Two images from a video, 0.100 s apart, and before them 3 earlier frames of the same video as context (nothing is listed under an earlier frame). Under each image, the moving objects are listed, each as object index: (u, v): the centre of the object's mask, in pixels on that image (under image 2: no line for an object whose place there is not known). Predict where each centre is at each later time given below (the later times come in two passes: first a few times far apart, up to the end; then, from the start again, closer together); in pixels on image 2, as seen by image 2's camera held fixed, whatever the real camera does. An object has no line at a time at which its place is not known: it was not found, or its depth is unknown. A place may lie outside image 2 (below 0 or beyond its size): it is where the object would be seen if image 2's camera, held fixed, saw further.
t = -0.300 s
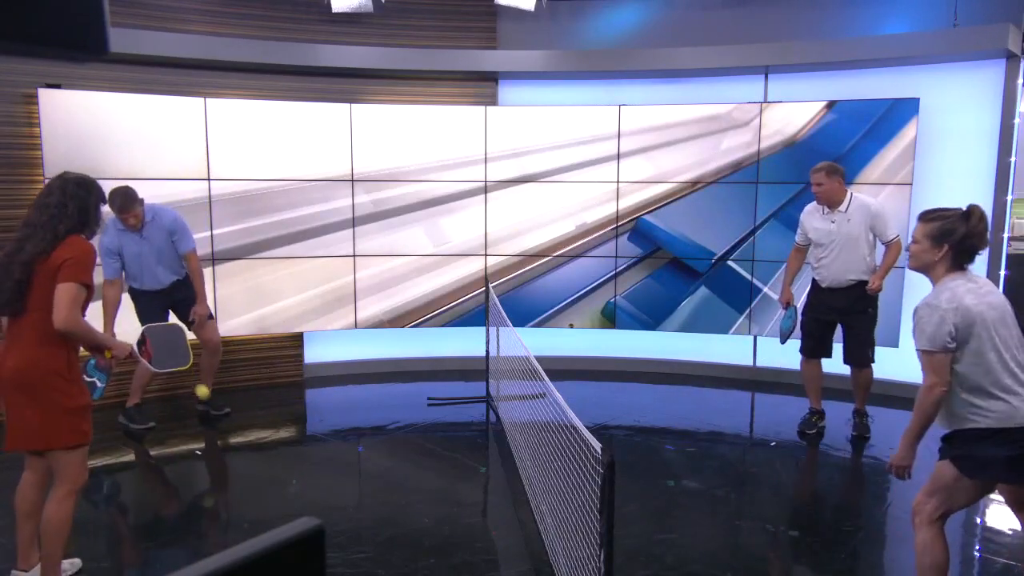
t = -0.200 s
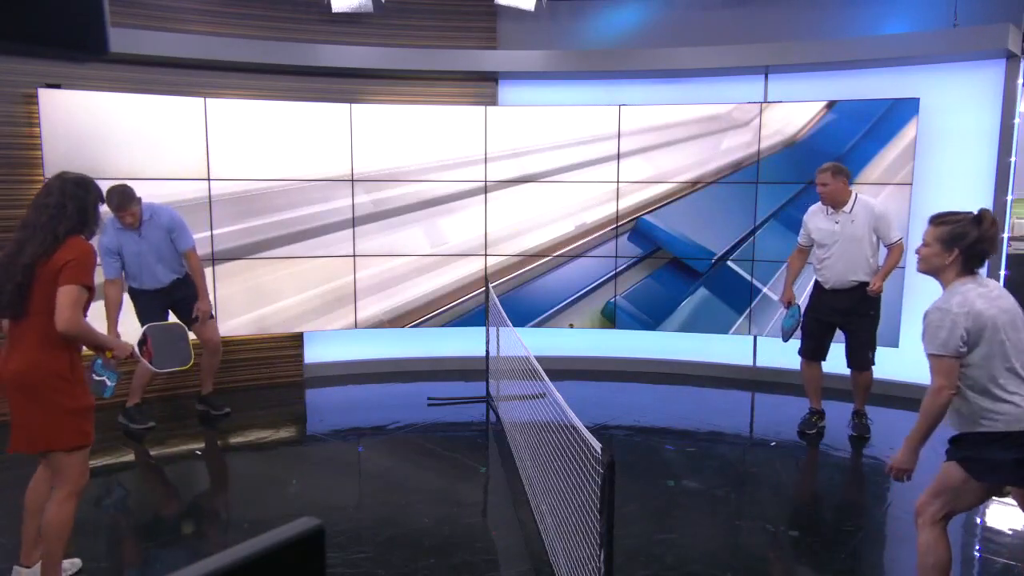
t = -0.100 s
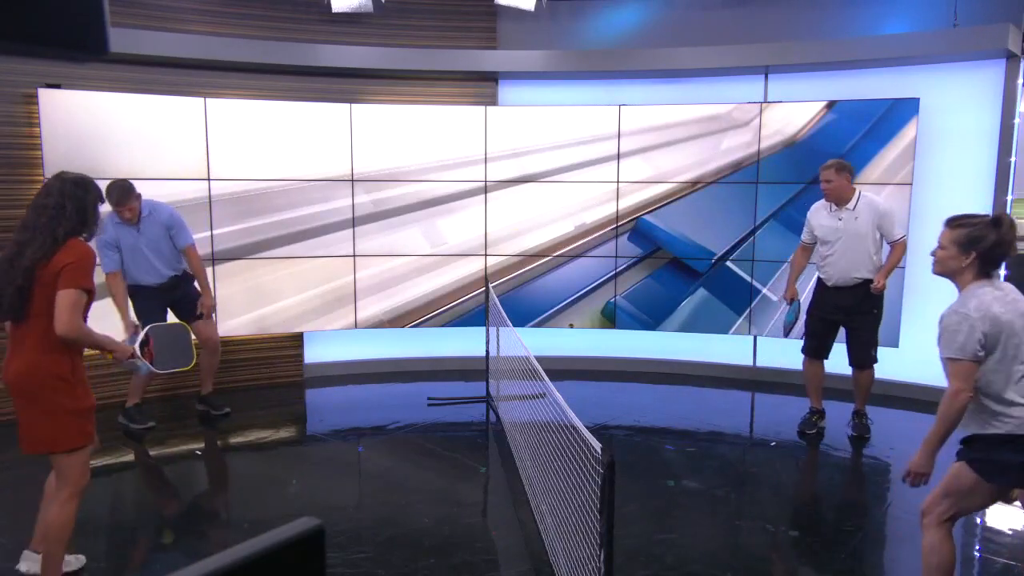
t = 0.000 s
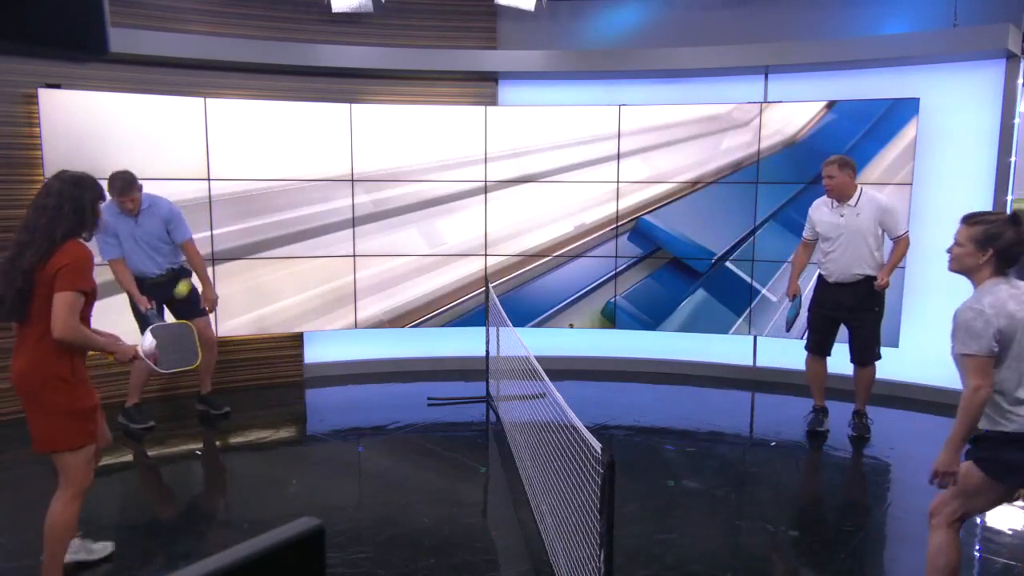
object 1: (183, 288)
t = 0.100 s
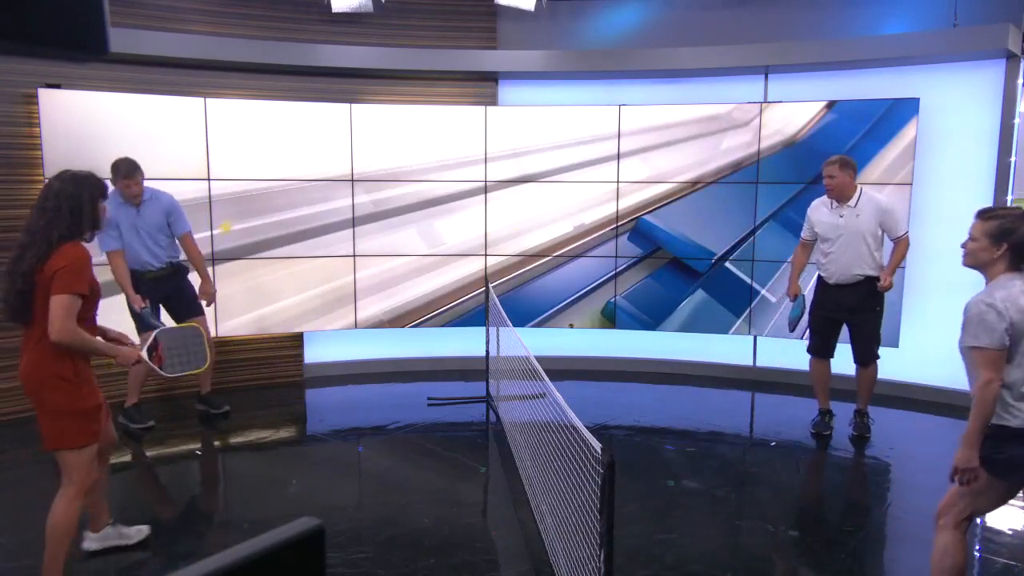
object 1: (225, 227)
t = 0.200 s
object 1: (270, 183)
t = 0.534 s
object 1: (421, 151)
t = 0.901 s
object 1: (585, 327)
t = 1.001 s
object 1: (629, 413)
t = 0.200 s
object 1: (270, 183)
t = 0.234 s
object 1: (285, 172)
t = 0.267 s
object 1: (299, 162)
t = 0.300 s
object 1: (314, 154)
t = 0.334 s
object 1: (329, 149)
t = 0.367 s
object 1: (344, 144)
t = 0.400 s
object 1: (360, 142)
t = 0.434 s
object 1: (375, 141)
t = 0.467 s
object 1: (390, 143)
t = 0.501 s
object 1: (405, 146)
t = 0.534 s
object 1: (421, 151)
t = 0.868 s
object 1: (571, 305)
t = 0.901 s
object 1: (585, 327)
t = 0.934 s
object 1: (602, 359)
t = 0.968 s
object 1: (614, 382)
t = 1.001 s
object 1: (629, 413)
